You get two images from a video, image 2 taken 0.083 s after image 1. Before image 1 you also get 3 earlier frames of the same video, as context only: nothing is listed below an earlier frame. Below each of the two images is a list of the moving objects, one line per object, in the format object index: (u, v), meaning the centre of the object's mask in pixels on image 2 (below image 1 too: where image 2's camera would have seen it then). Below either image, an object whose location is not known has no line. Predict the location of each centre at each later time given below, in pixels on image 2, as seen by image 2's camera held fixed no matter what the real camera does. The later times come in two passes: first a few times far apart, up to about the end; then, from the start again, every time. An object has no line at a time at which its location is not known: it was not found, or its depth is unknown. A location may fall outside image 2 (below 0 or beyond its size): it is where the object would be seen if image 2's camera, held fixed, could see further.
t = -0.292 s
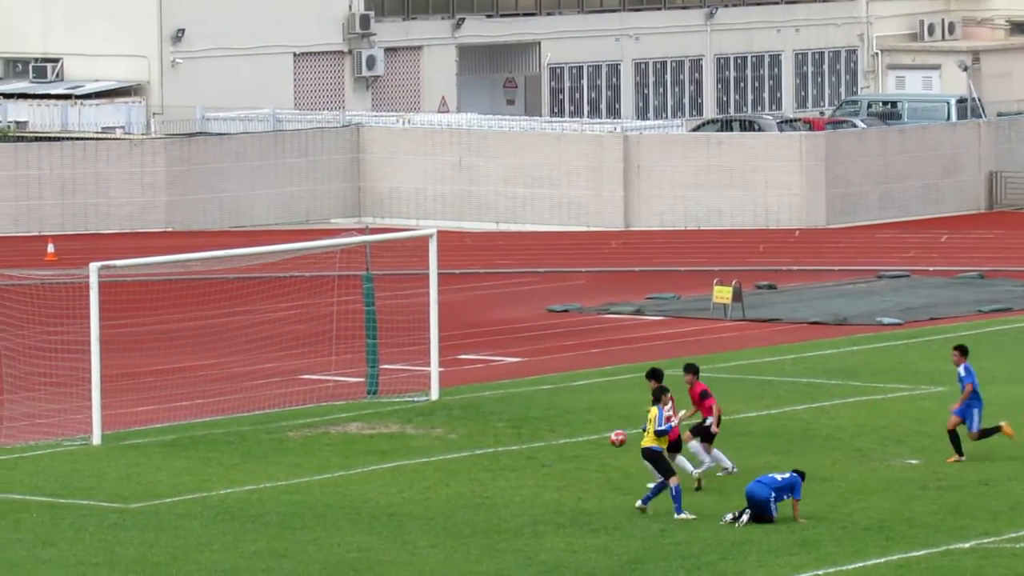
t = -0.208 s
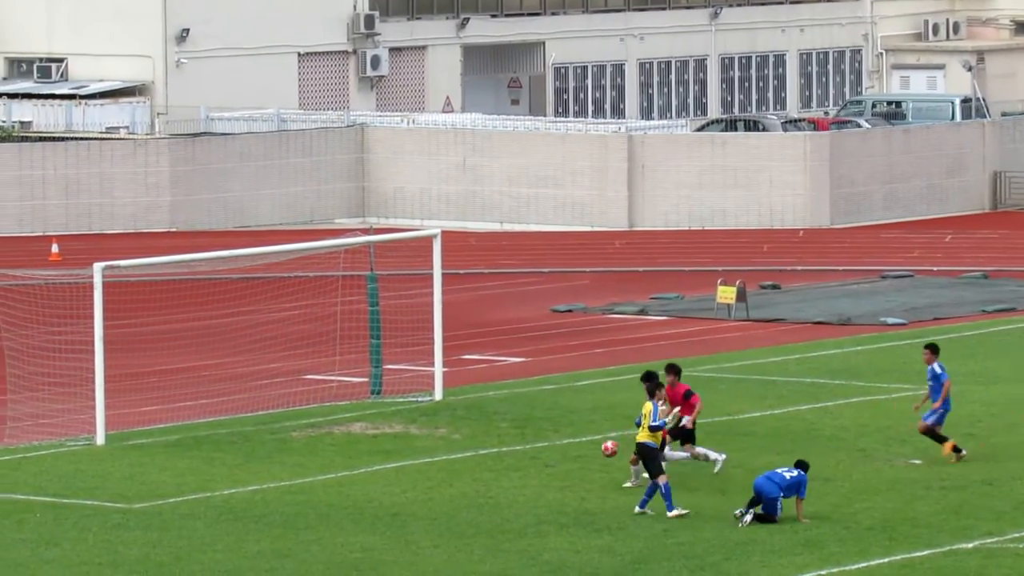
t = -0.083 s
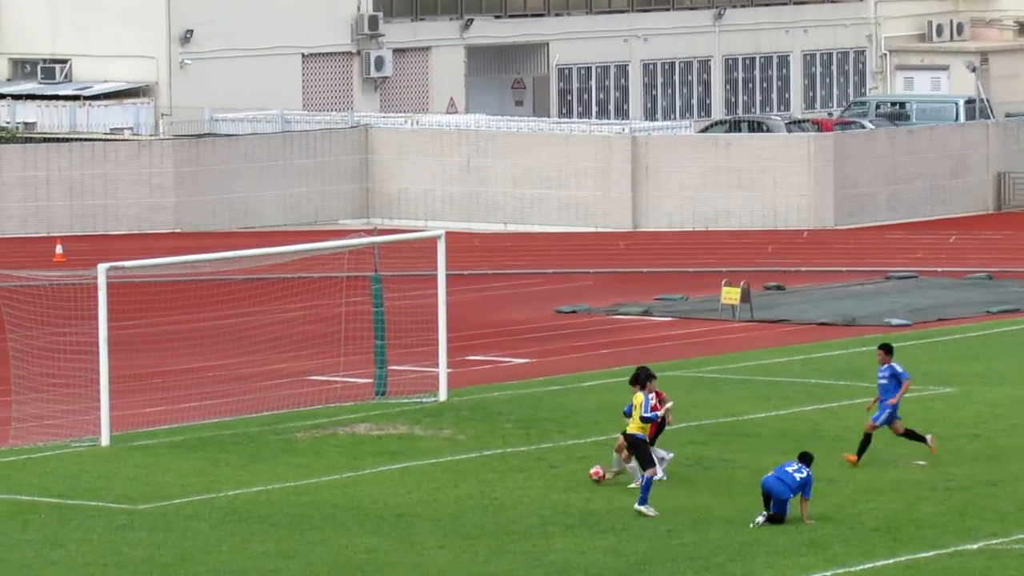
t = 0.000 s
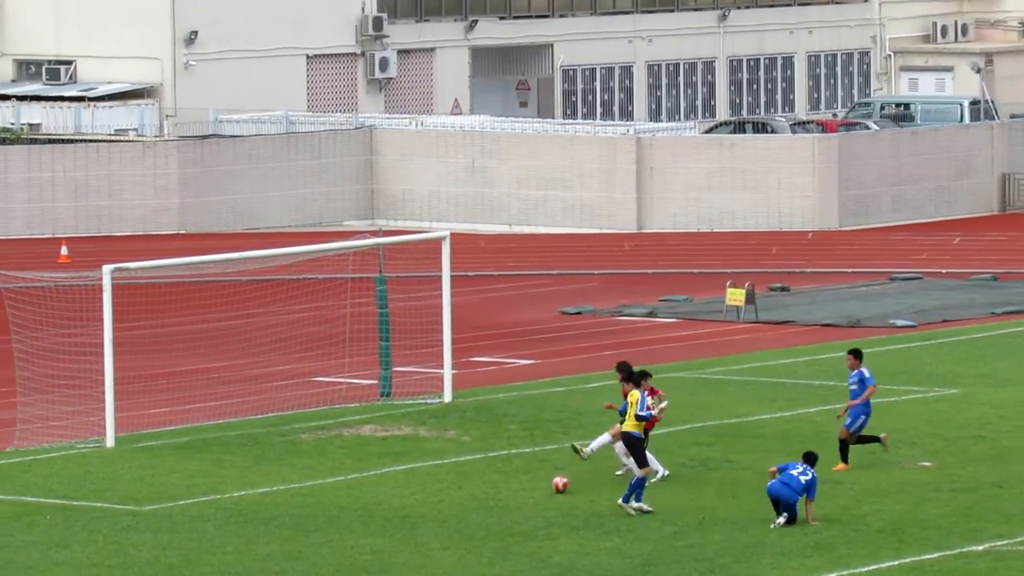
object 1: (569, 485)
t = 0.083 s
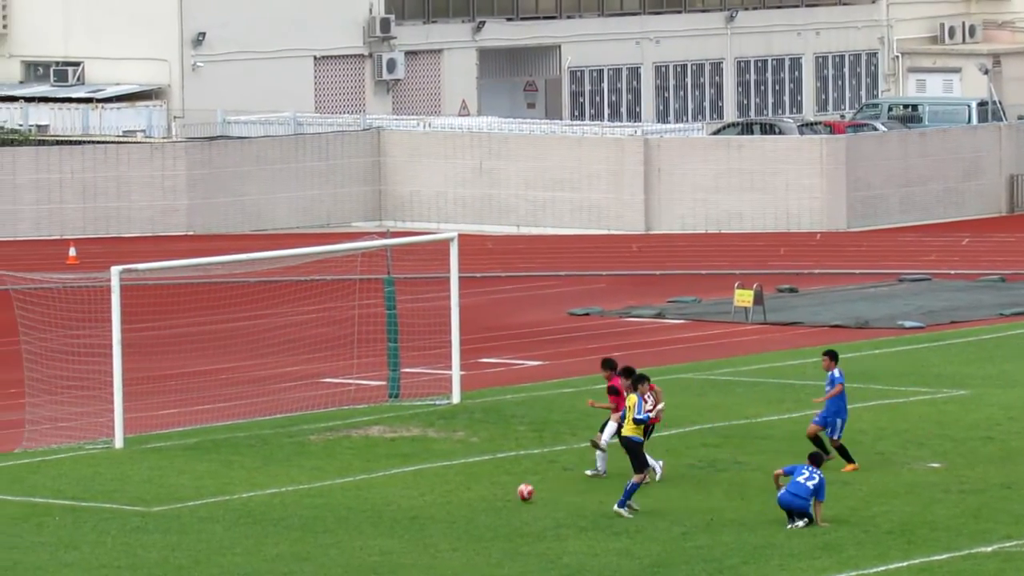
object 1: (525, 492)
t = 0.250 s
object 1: (445, 512)
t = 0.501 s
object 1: (340, 534)
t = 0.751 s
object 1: (240, 559)
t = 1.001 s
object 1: (143, 580)
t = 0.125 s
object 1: (503, 498)
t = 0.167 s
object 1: (483, 504)
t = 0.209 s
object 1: (464, 507)
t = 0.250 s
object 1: (445, 512)
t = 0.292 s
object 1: (426, 517)
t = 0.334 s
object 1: (408, 520)
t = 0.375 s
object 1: (391, 522)
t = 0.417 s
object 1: (374, 525)
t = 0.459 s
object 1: (357, 531)
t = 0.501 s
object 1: (340, 534)
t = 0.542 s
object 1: (323, 535)
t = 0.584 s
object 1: (307, 539)
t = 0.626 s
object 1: (290, 545)
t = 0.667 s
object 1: (273, 551)
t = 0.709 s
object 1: (257, 558)
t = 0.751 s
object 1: (240, 559)
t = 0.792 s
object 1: (223, 560)
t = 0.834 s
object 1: (207, 562)
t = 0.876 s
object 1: (190, 567)
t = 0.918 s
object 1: (175, 575)
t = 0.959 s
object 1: (159, 579)
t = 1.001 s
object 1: (143, 580)
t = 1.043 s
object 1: (128, 582)
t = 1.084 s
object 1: (111, 586)
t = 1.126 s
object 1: (98, 589)
